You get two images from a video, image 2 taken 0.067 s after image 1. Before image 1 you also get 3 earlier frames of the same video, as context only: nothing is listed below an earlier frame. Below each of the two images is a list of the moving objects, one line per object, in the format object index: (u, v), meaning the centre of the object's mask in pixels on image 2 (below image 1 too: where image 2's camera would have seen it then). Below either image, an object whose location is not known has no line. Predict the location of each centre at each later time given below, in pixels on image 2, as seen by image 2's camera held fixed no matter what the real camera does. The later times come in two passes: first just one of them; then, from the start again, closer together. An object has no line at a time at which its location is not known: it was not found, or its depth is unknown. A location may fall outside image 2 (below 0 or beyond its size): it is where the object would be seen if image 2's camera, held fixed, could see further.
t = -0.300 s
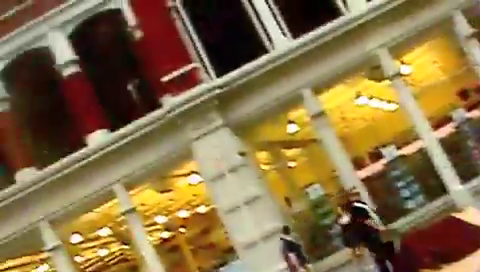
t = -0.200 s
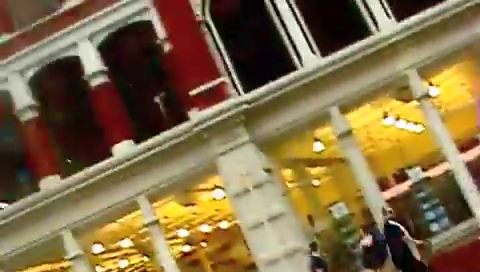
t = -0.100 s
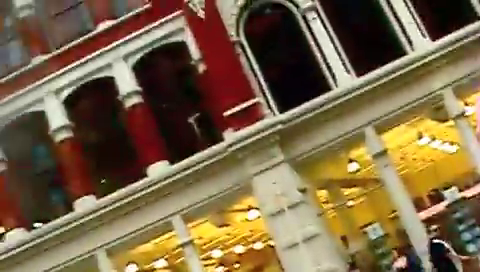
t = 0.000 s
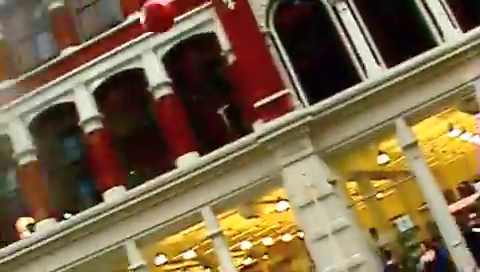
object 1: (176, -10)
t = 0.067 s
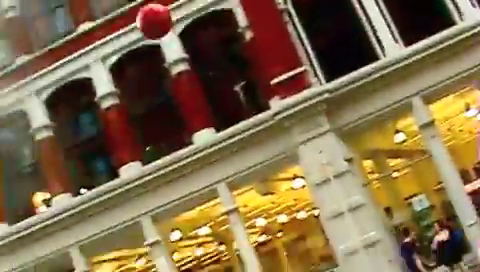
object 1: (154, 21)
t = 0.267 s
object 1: (105, 154)
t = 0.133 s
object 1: (135, 56)
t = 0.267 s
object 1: (105, 154)
